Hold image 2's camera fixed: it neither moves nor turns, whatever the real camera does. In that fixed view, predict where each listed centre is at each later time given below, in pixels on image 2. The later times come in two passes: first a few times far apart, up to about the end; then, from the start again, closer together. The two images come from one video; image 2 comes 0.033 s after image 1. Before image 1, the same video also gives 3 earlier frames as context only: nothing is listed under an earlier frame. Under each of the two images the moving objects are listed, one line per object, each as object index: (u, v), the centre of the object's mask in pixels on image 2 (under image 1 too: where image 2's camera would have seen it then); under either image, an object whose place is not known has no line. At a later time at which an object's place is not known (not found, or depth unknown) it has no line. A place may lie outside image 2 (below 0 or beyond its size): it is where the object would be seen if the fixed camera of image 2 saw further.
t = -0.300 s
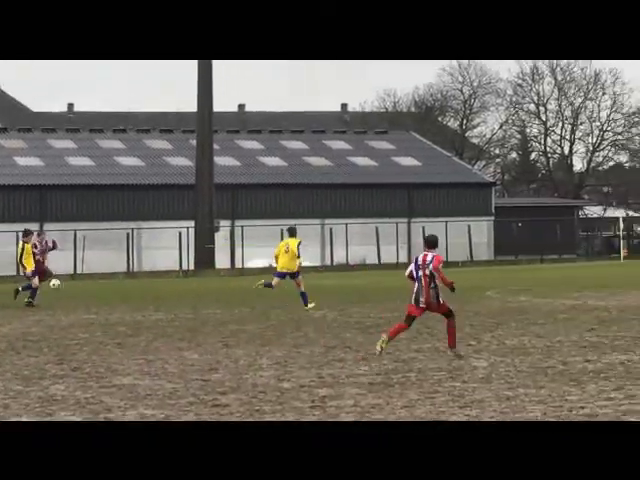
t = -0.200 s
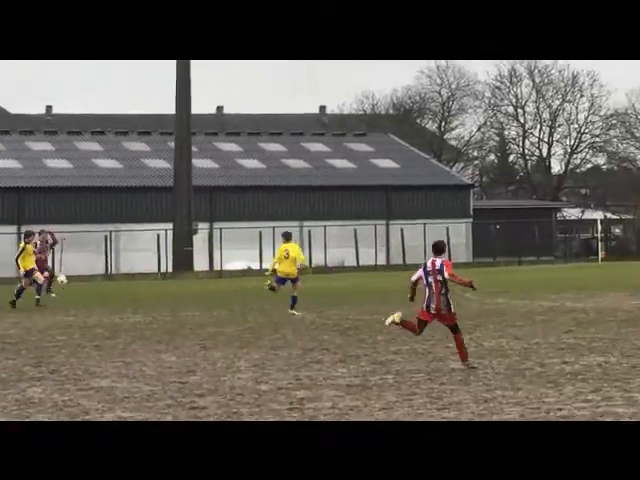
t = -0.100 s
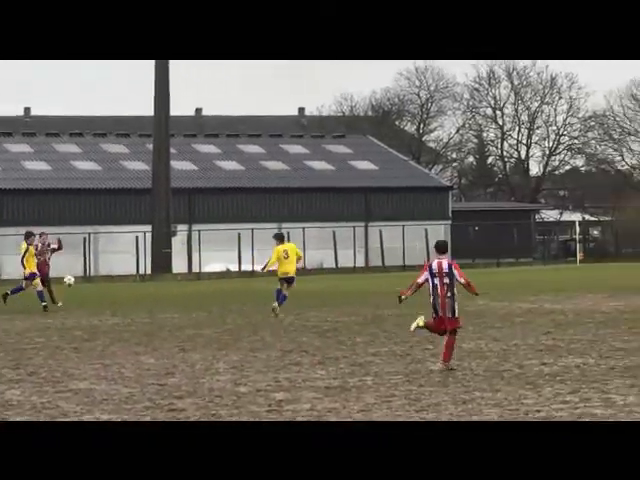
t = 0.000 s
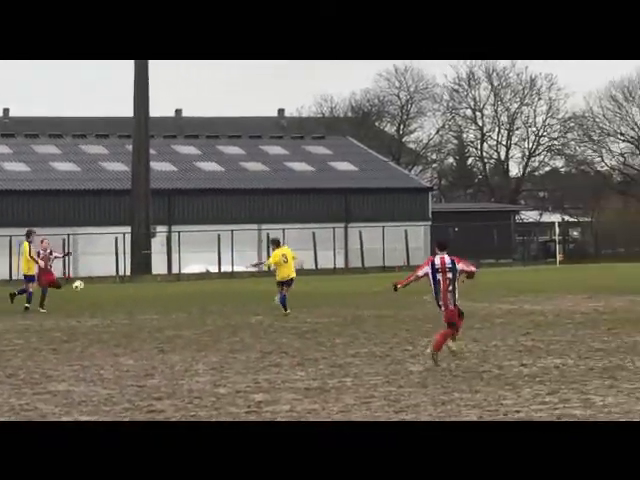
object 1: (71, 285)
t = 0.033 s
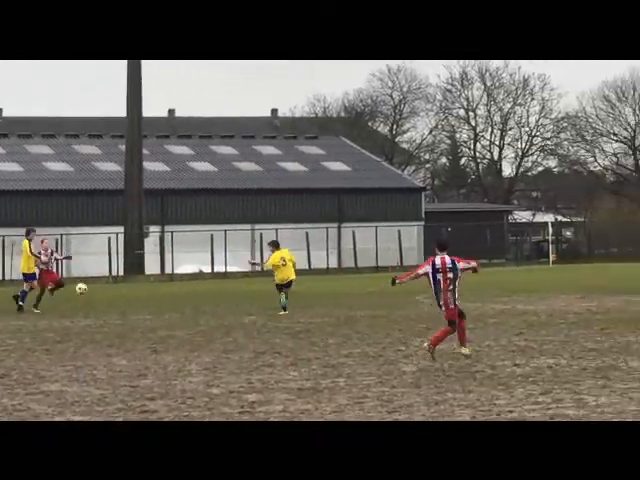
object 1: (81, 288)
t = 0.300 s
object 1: (162, 306)
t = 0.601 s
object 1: (242, 301)
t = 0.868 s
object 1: (310, 312)
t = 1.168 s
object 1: (381, 319)
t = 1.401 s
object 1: (432, 315)
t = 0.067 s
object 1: (92, 291)
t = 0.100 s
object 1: (102, 295)
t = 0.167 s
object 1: (124, 303)
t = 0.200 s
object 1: (134, 309)
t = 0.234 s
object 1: (145, 314)
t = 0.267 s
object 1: (154, 310)
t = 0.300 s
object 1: (162, 306)
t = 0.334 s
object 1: (171, 304)
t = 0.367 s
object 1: (179, 301)
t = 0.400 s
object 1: (188, 299)
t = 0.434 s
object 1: (197, 298)
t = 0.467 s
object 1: (206, 297)
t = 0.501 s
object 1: (215, 298)
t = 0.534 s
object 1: (224, 298)
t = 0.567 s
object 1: (233, 299)
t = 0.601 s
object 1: (242, 301)
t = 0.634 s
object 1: (251, 304)
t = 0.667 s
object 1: (260, 308)
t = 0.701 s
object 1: (269, 311)
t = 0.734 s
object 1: (279, 315)
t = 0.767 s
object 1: (287, 317)
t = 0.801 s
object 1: (294, 314)
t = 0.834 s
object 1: (303, 313)
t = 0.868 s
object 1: (310, 312)
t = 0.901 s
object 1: (318, 311)
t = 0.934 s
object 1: (326, 312)
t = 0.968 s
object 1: (334, 313)
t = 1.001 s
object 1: (342, 315)
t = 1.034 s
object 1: (350, 317)
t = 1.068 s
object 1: (359, 320)
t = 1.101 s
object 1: (366, 320)
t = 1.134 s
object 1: (374, 319)
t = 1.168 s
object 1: (381, 319)
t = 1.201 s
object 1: (389, 319)
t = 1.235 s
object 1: (398, 321)
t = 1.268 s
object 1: (404, 320)
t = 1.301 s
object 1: (411, 317)
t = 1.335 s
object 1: (418, 316)
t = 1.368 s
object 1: (425, 315)
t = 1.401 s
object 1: (432, 315)
